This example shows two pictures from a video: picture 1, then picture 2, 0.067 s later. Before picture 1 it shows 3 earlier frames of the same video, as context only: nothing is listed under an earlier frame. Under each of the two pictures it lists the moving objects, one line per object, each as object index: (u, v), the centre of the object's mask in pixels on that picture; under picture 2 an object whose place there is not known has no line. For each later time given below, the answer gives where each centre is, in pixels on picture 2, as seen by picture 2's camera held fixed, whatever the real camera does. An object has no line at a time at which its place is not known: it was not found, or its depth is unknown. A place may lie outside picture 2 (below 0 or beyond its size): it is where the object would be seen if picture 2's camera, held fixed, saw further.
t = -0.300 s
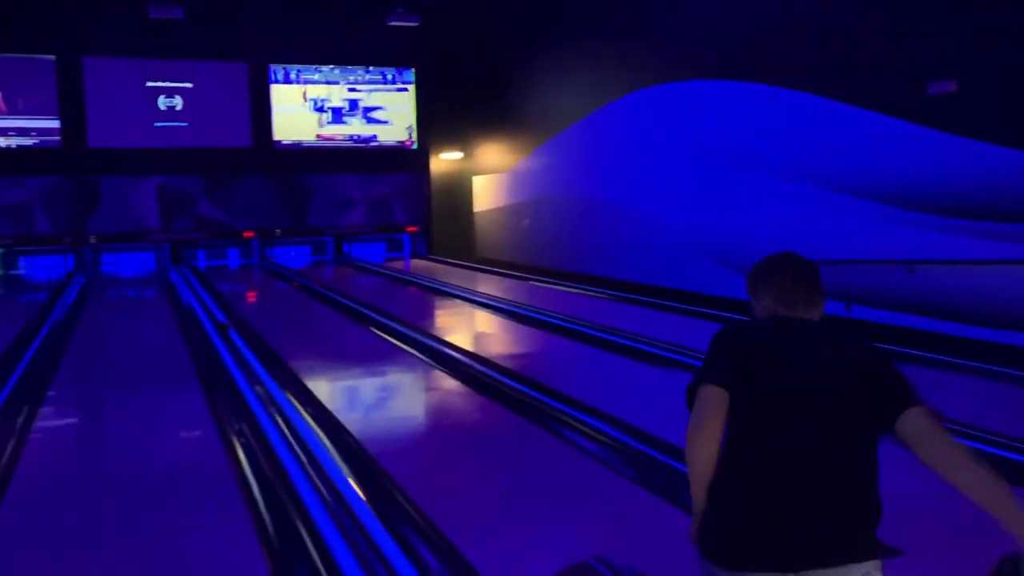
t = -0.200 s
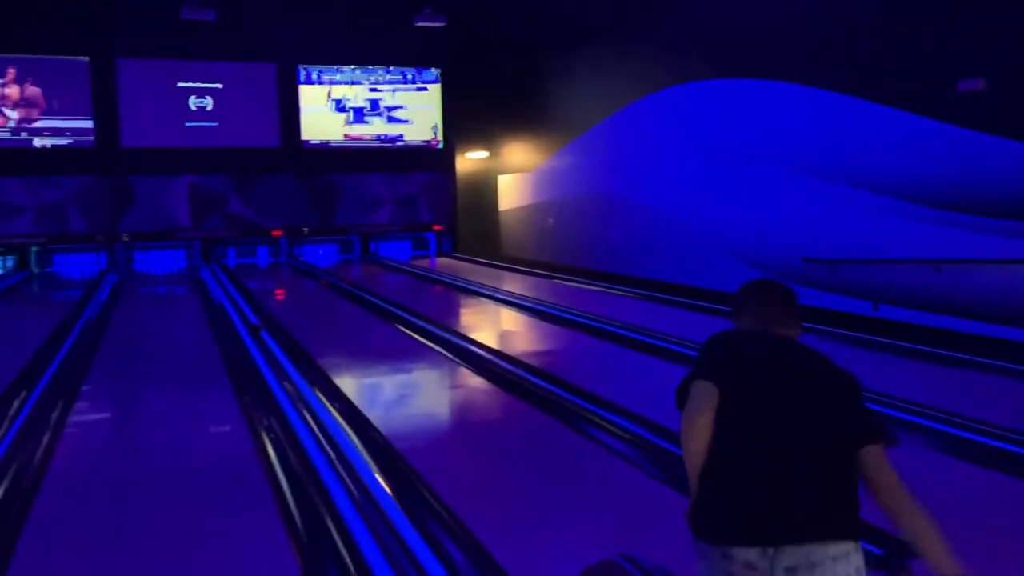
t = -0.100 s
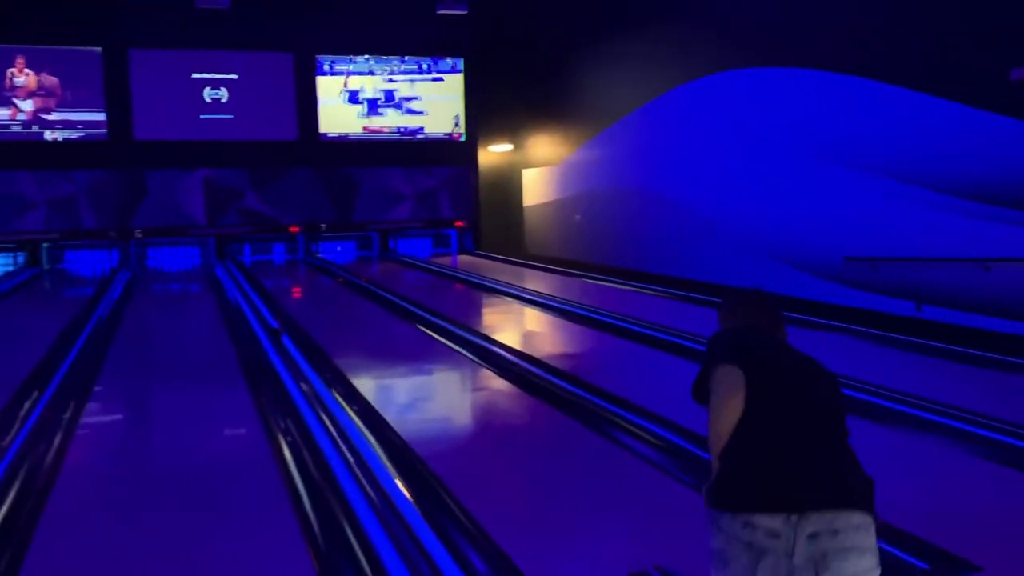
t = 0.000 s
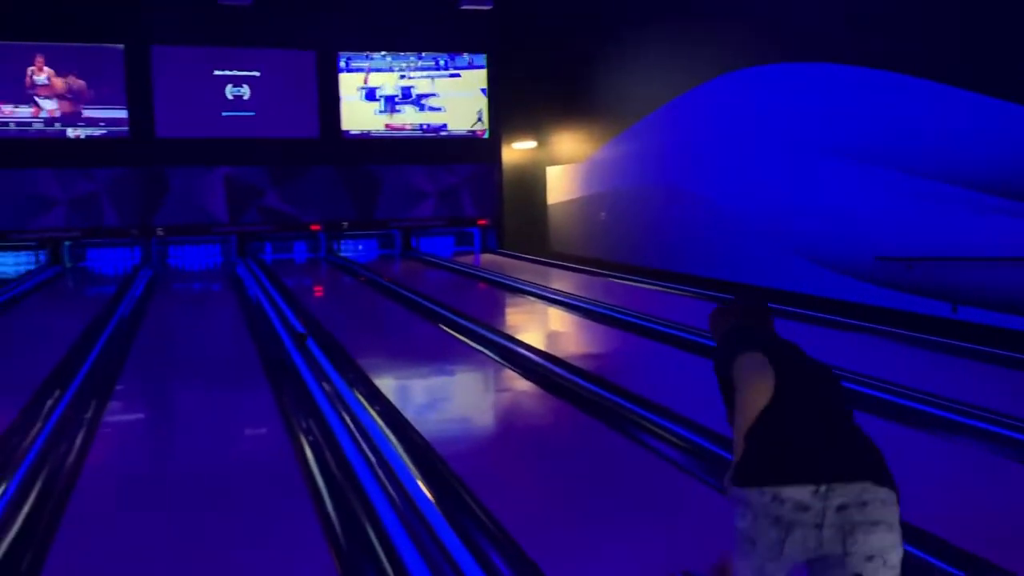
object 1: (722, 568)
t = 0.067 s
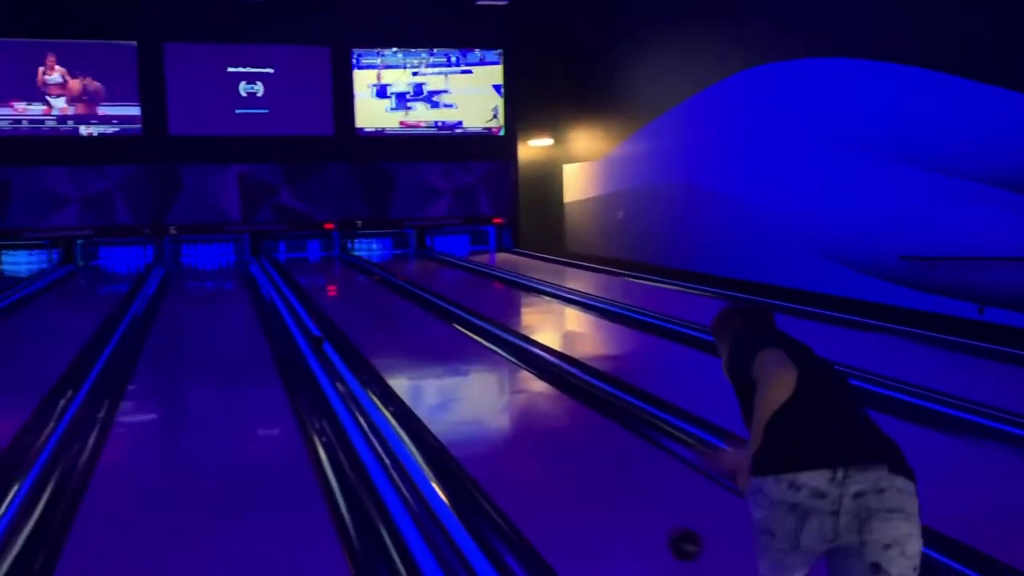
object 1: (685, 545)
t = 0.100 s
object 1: (658, 533)
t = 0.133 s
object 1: (634, 524)
